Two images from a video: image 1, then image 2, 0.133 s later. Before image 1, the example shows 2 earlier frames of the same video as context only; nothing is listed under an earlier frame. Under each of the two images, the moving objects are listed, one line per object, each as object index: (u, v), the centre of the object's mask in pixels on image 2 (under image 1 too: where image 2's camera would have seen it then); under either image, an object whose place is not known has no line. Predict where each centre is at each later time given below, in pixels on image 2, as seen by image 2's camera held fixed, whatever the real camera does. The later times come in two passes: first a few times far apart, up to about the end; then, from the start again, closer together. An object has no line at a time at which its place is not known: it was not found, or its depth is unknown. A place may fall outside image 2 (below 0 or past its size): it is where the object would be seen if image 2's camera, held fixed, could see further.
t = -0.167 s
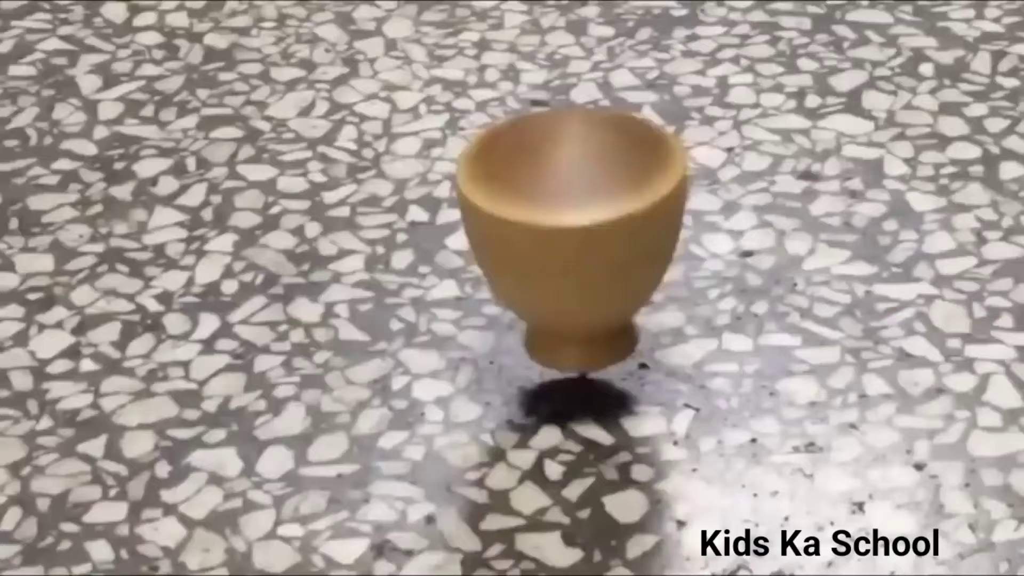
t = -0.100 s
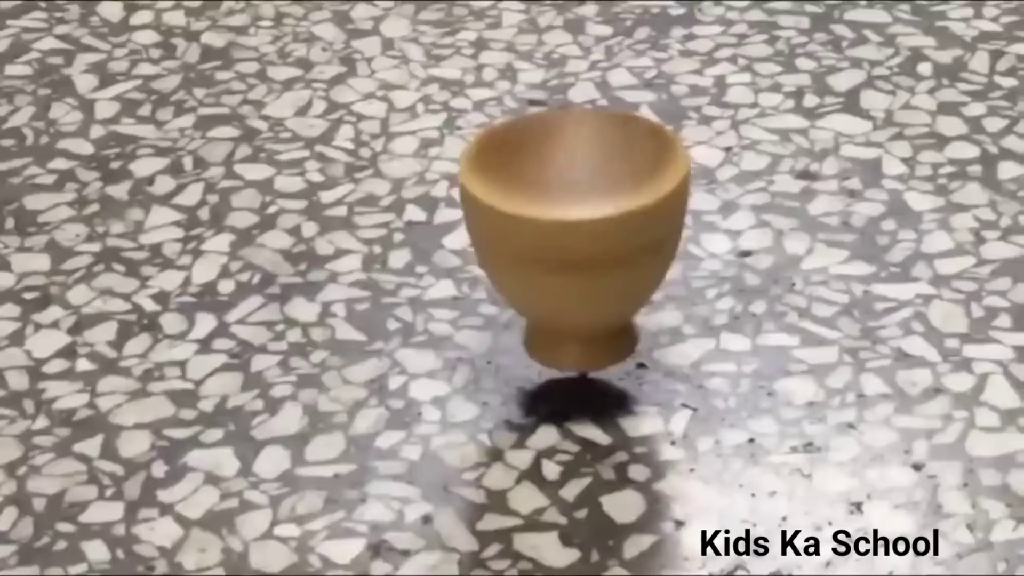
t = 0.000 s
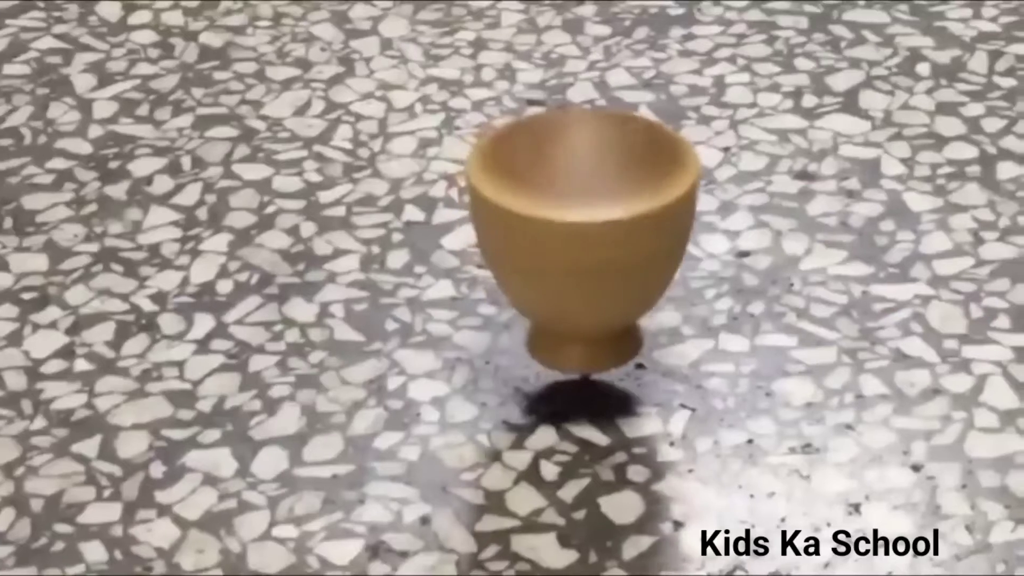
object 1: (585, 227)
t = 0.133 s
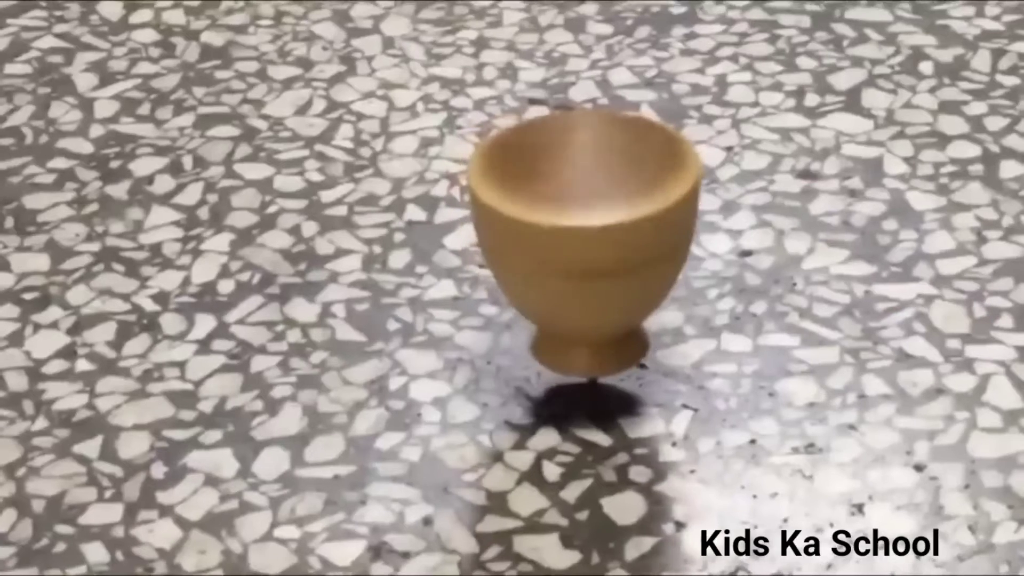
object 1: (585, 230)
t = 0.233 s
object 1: (593, 230)
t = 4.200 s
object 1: (562, 243)
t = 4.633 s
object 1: (594, 247)
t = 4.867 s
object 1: (595, 247)
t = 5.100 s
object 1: (593, 238)
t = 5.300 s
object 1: (598, 230)
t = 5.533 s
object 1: (607, 224)
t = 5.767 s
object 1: (617, 222)
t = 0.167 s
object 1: (586, 230)
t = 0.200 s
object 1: (589, 230)
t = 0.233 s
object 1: (593, 230)
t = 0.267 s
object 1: (597, 231)
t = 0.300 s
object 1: (599, 231)
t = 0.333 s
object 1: (599, 231)
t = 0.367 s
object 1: (596, 231)
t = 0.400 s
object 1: (594, 231)
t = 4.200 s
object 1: (562, 243)
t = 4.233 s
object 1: (560, 242)
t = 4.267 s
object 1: (560, 241)
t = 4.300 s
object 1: (564, 239)
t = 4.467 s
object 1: (590, 240)
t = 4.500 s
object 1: (593, 242)
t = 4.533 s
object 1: (595, 244)
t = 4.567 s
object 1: (596, 246)
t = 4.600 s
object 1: (595, 247)
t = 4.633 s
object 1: (594, 247)
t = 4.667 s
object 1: (594, 247)
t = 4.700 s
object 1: (595, 247)
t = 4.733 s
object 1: (595, 247)
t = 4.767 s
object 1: (595, 247)
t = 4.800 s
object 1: (597, 247)
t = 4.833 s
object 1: (597, 247)
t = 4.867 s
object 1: (595, 247)
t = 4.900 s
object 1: (594, 246)
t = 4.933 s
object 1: (594, 245)
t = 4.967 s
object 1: (593, 244)
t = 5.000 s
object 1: (592, 243)
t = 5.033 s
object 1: (592, 242)
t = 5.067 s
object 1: (592, 239)
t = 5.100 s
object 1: (593, 238)
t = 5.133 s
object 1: (594, 237)
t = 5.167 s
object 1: (595, 235)
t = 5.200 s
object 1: (596, 233)
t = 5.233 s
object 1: (597, 232)
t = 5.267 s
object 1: (598, 231)
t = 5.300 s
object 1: (598, 230)
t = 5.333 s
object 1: (598, 229)
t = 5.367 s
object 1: (600, 227)
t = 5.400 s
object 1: (602, 226)
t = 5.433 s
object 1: (603, 225)
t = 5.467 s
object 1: (604, 225)
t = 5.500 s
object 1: (606, 224)
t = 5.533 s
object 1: (607, 224)
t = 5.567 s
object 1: (607, 224)
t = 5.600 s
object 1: (607, 223)
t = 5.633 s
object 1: (608, 223)
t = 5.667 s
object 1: (610, 223)
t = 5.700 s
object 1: (611, 223)
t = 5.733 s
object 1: (613, 222)
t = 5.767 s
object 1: (617, 222)
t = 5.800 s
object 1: (618, 223)
